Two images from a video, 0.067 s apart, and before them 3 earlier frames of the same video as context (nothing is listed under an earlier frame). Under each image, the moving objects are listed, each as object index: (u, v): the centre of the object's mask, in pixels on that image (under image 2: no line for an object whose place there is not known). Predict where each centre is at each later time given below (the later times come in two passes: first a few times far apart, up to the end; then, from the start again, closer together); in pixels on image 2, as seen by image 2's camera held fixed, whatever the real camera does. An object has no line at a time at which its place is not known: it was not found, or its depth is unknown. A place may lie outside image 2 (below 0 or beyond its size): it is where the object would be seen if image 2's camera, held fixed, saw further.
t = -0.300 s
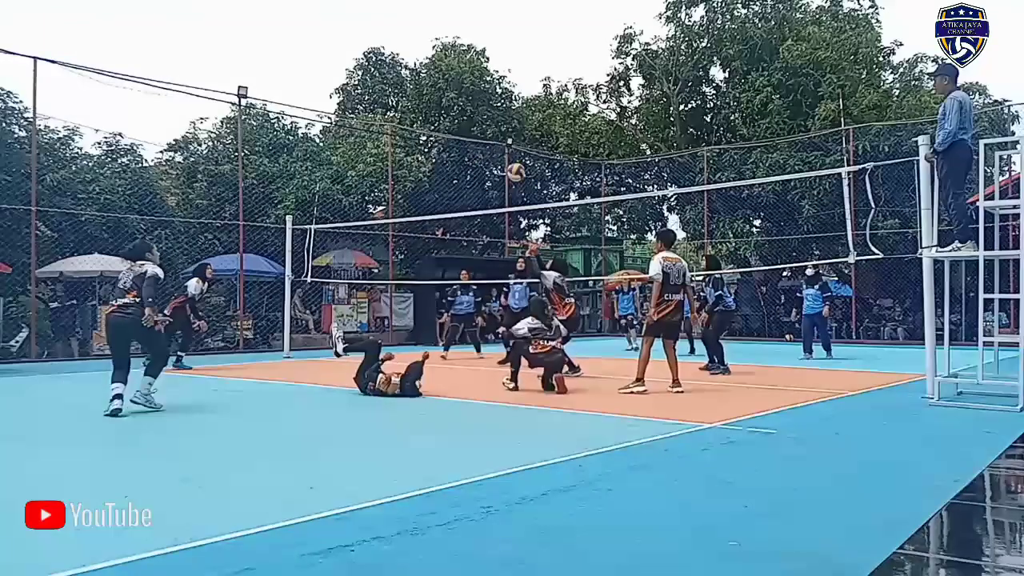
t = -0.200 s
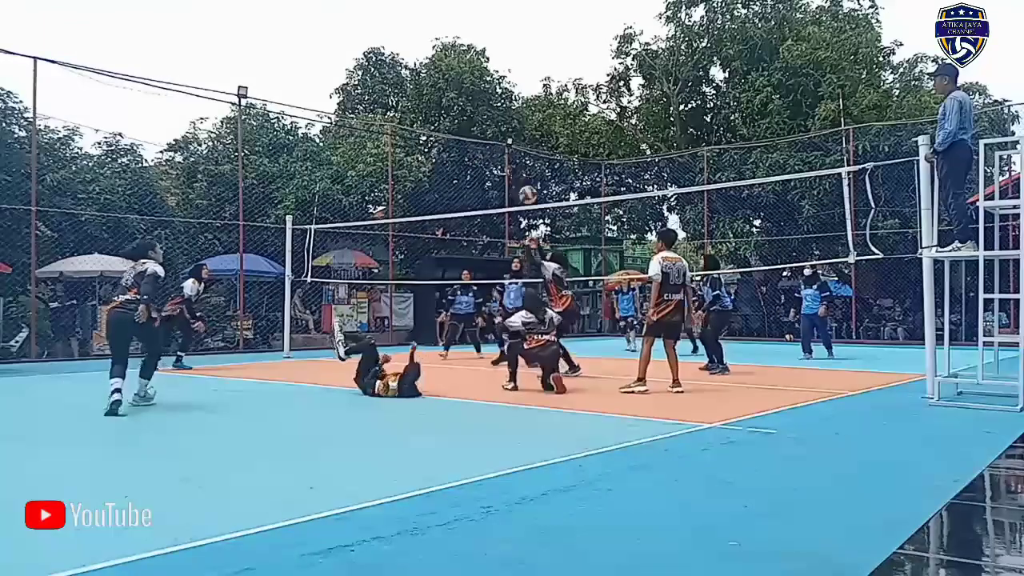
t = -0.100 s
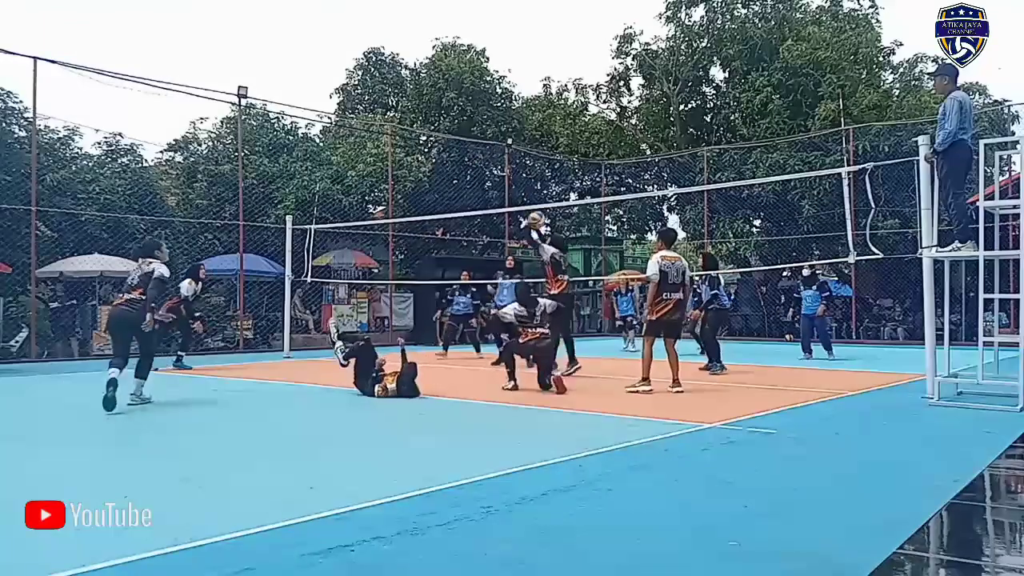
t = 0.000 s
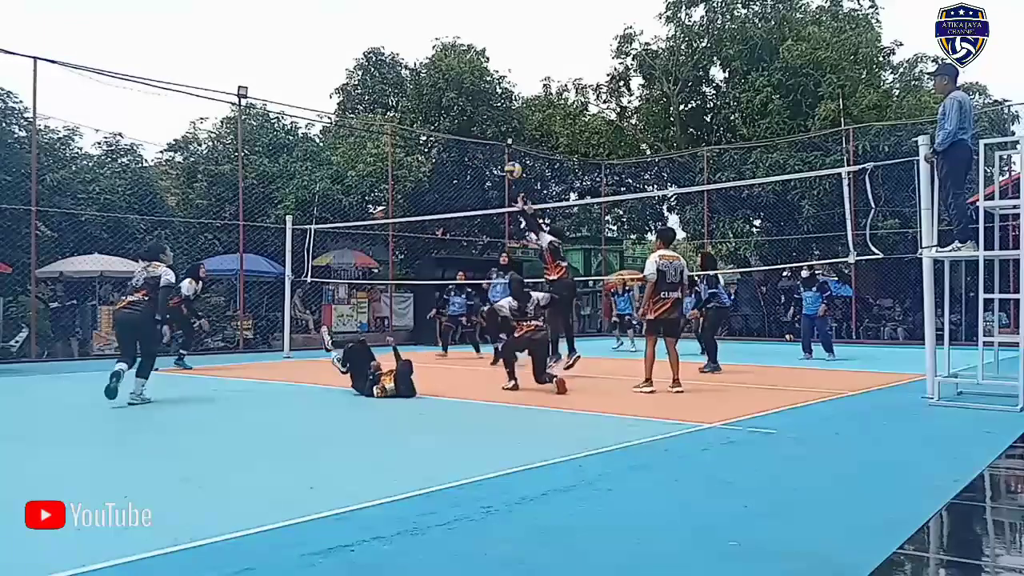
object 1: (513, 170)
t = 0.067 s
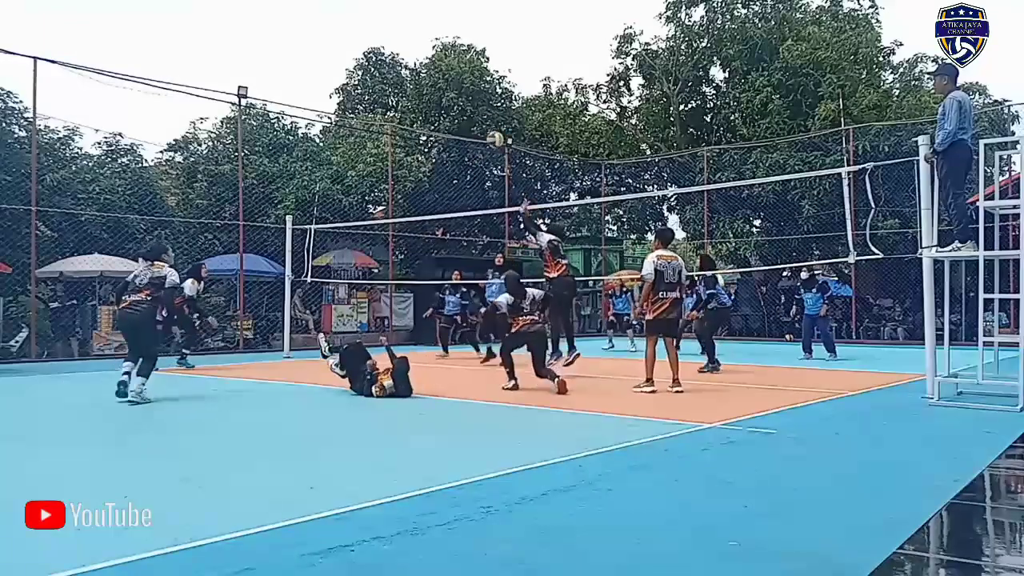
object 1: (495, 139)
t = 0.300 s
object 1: (439, 65)
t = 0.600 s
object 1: (375, 32)
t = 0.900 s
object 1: (318, 62)
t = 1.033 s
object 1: (296, 93)
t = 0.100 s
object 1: (486, 126)
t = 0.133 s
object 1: (478, 113)
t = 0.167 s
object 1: (470, 102)
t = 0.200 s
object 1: (462, 90)
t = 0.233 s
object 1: (454, 82)
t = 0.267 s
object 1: (446, 72)
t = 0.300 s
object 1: (439, 65)
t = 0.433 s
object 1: (409, 42)
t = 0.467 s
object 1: (402, 39)
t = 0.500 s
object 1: (395, 36)
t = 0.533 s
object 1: (388, 34)
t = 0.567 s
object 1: (381, 33)
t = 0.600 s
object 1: (375, 32)
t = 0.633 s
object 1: (368, 33)
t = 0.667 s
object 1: (362, 34)
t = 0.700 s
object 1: (355, 36)
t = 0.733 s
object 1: (348, 38)
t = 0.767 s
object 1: (342, 41)
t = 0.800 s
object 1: (336, 45)
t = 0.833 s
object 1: (330, 50)
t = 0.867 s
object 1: (324, 56)
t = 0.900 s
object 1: (318, 62)
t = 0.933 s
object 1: (312, 69)
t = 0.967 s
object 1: (307, 76)
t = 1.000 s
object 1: (301, 84)
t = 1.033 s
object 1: (296, 93)
